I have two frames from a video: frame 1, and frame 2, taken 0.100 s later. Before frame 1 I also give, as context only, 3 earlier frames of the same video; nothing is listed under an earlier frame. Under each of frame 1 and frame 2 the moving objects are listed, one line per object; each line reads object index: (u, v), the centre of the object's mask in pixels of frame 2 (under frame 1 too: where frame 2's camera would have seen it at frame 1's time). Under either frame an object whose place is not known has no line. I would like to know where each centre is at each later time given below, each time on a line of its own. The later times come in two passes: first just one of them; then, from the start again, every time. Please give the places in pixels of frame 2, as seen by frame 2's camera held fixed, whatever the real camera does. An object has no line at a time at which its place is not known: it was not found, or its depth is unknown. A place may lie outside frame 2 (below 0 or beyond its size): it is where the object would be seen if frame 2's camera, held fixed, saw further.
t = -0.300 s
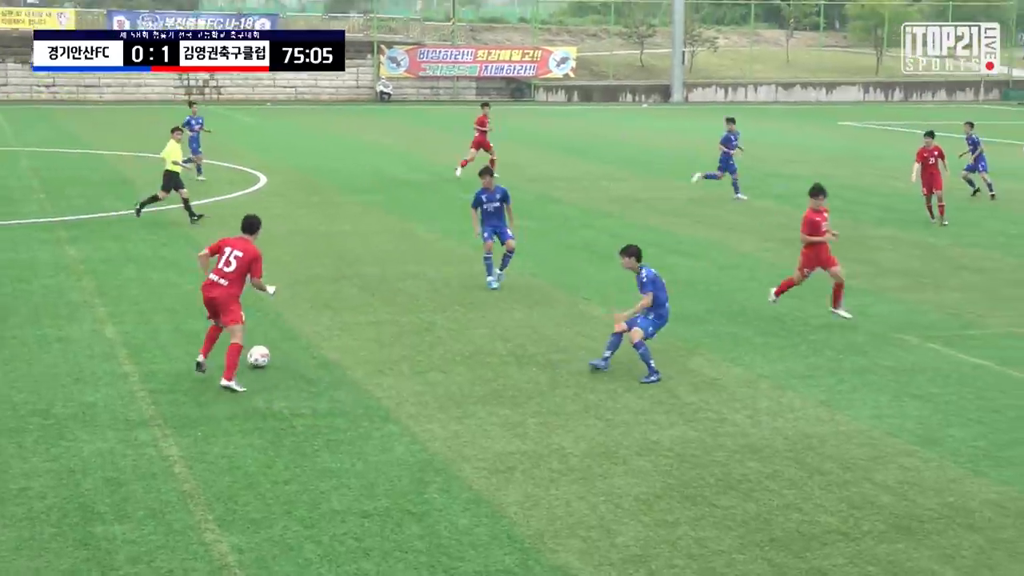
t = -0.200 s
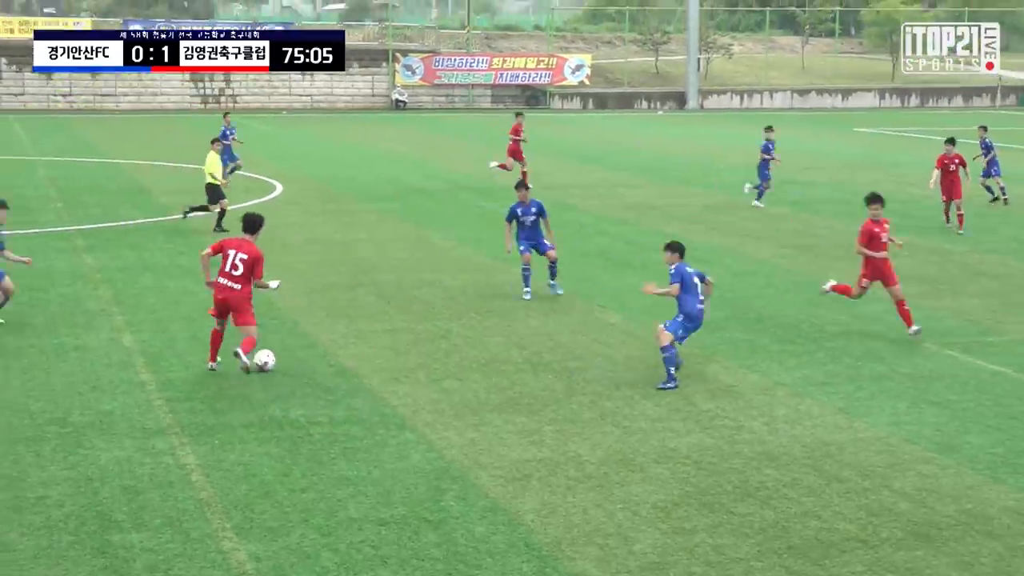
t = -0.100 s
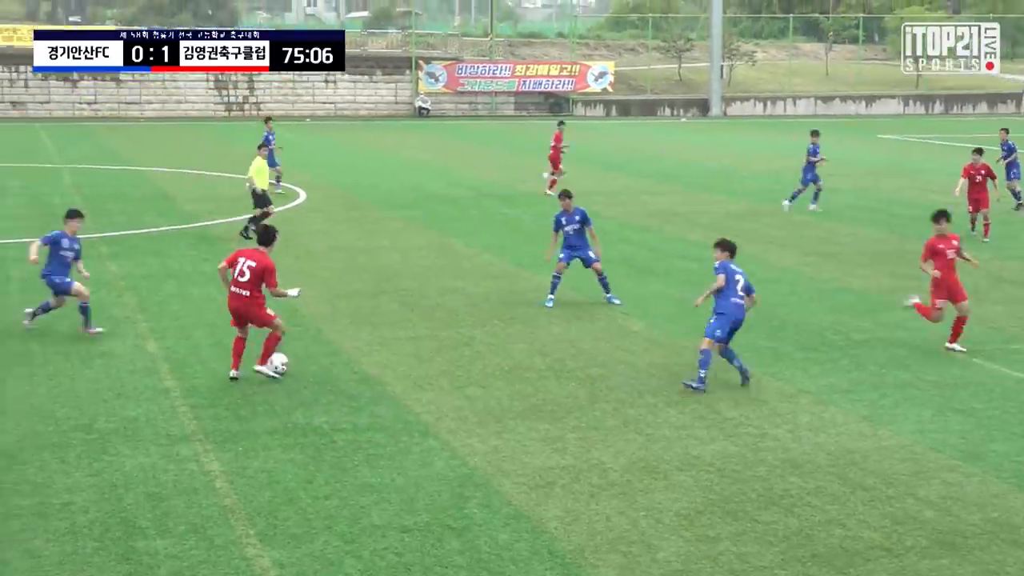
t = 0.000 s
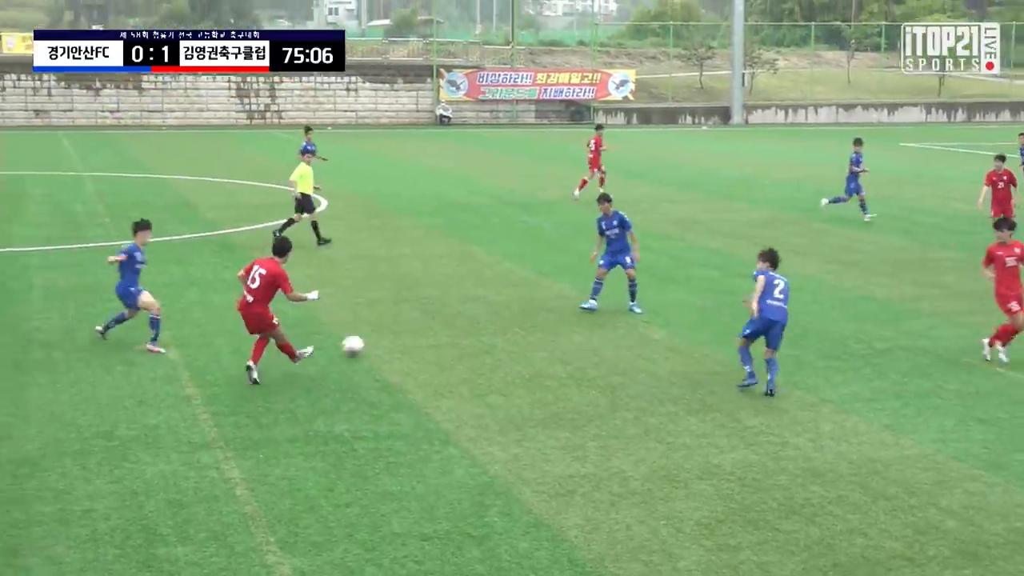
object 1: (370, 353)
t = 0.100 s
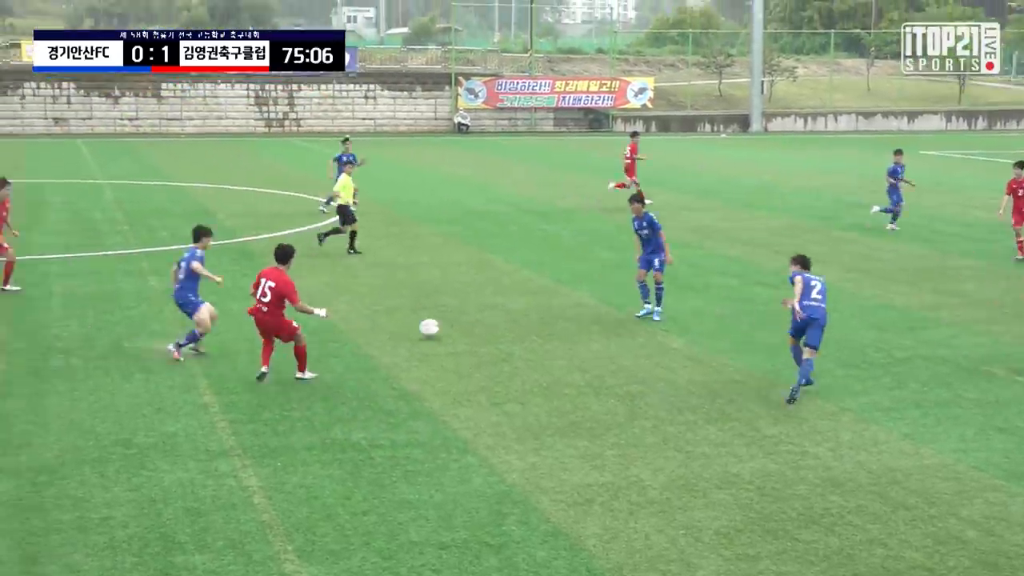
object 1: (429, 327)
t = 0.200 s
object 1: (477, 309)
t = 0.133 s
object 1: (446, 320)
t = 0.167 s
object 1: (462, 314)
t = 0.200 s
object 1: (477, 309)
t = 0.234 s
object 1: (491, 307)
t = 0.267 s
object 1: (505, 299)
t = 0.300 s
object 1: (517, 293)
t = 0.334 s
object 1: (529, 289)
